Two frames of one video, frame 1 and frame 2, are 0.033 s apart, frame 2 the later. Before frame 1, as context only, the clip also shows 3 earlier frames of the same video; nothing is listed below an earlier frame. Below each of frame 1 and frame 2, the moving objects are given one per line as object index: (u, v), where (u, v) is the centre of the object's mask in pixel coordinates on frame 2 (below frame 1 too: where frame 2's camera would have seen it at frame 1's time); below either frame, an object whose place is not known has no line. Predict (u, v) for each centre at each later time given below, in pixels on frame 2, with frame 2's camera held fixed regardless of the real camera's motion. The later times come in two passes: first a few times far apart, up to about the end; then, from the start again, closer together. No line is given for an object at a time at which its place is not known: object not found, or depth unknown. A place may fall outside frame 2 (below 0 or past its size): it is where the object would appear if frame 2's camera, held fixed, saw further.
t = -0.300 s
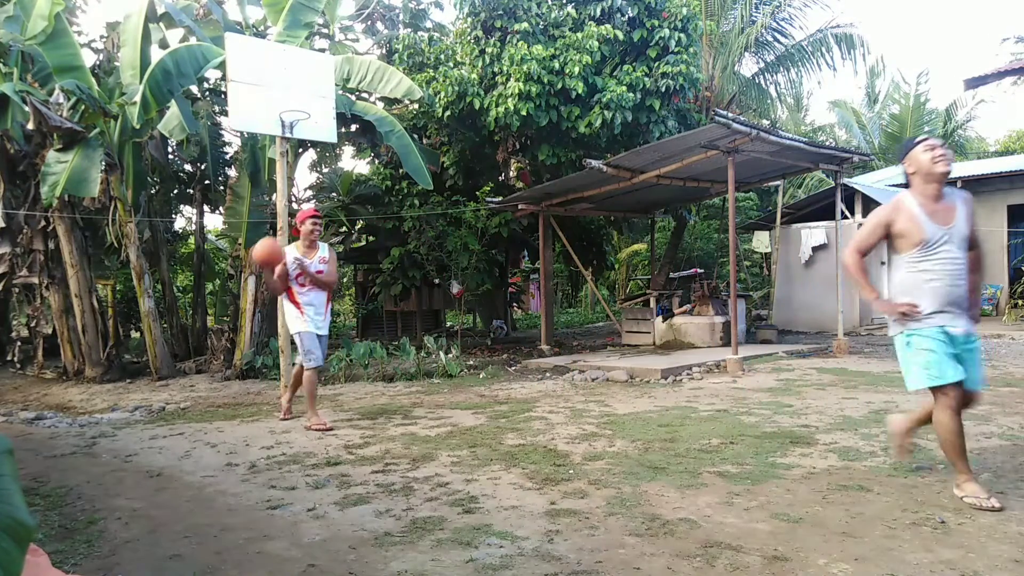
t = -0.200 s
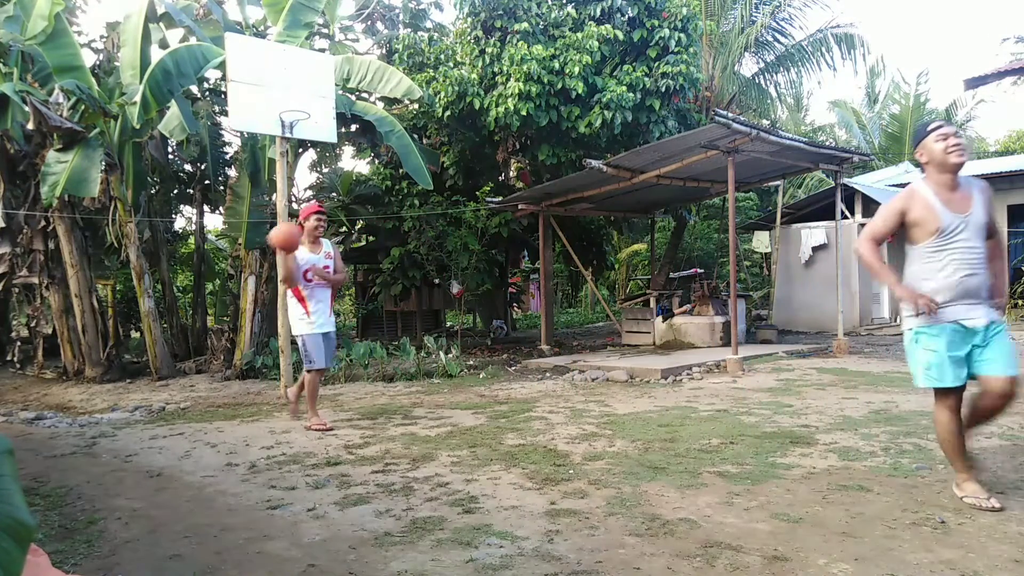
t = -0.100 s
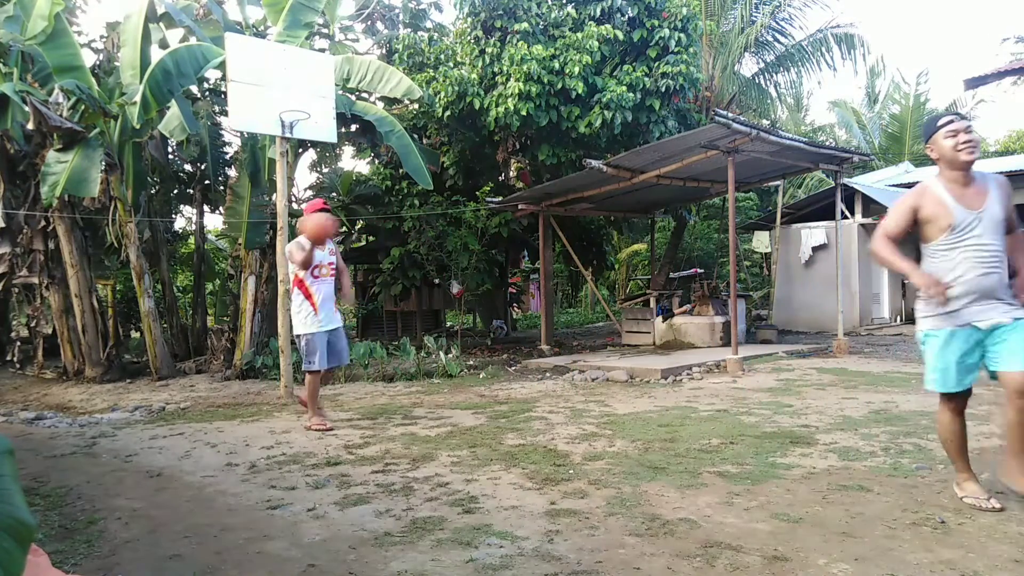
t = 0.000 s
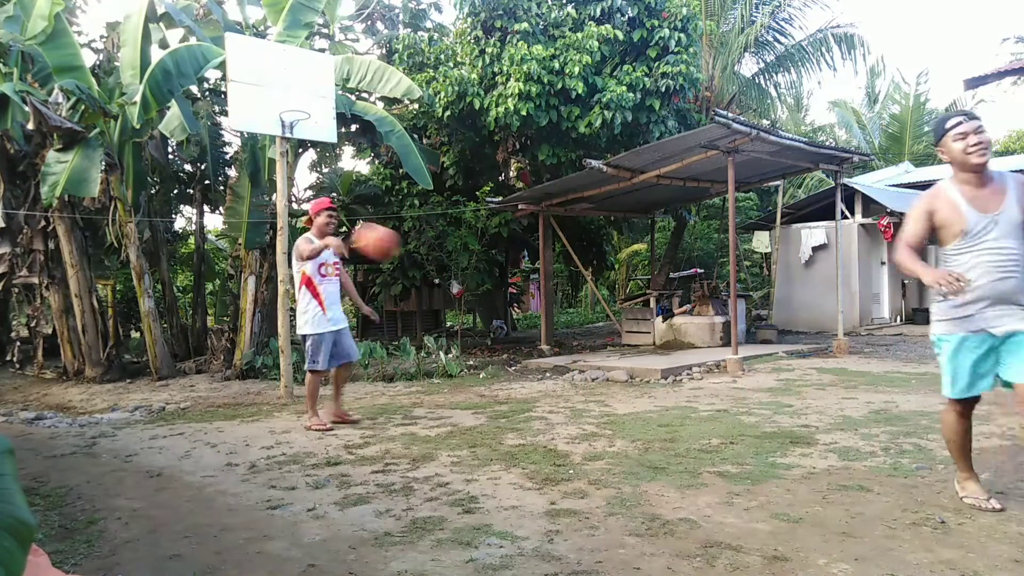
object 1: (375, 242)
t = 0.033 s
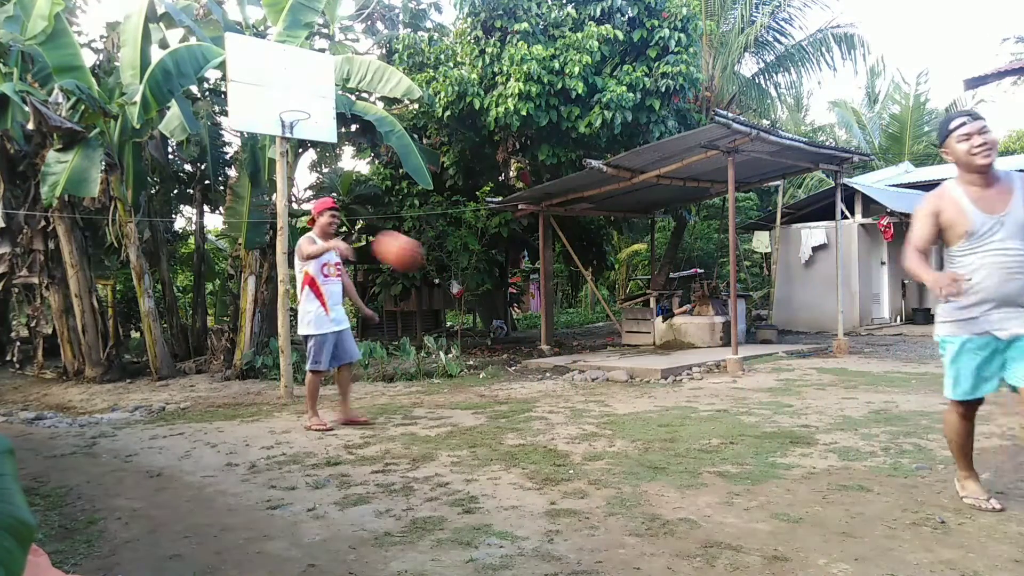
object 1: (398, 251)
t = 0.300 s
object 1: (626, 439)
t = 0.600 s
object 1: (834, 290)
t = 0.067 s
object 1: (419, 262)
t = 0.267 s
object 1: (589, 398)
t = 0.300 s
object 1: (626, 439)
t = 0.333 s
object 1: (662, 471)
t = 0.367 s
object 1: (679, 449)
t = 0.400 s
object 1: (699, 419)
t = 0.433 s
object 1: (720, 394)
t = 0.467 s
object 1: (743, 370)
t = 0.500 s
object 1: (767, 345)
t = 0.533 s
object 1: (788, 324)
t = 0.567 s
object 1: (809, 308)
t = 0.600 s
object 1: (834, 290)
